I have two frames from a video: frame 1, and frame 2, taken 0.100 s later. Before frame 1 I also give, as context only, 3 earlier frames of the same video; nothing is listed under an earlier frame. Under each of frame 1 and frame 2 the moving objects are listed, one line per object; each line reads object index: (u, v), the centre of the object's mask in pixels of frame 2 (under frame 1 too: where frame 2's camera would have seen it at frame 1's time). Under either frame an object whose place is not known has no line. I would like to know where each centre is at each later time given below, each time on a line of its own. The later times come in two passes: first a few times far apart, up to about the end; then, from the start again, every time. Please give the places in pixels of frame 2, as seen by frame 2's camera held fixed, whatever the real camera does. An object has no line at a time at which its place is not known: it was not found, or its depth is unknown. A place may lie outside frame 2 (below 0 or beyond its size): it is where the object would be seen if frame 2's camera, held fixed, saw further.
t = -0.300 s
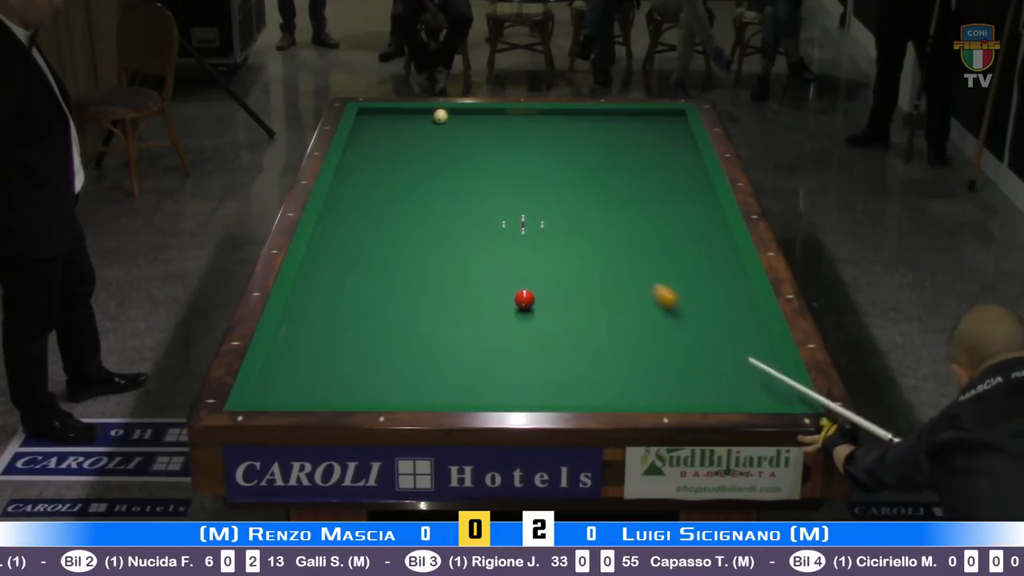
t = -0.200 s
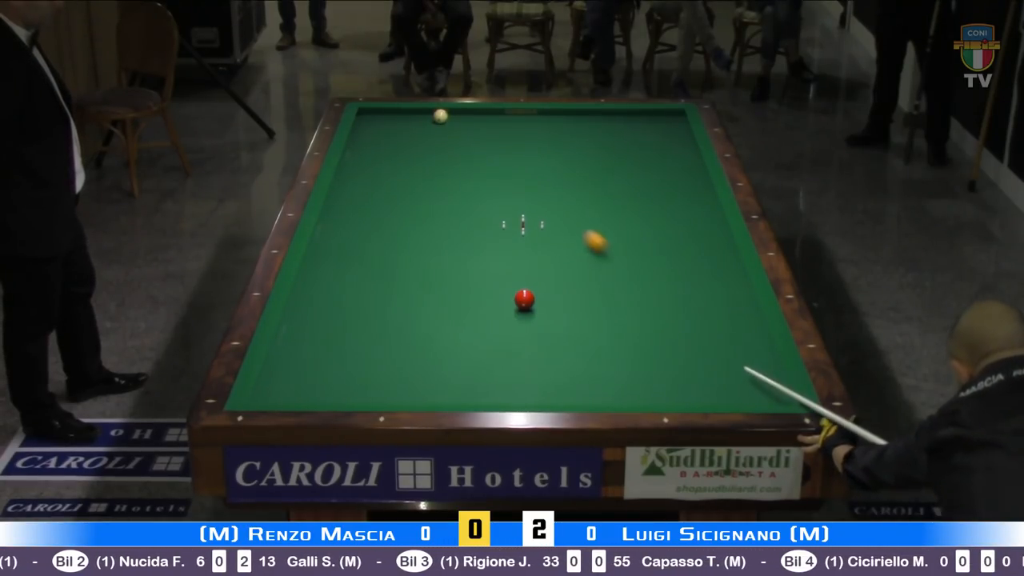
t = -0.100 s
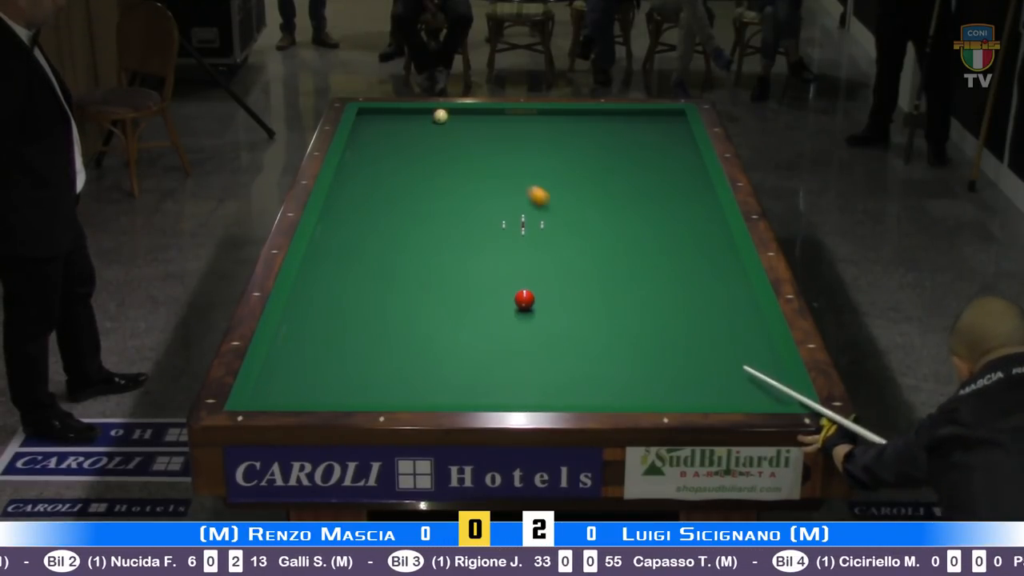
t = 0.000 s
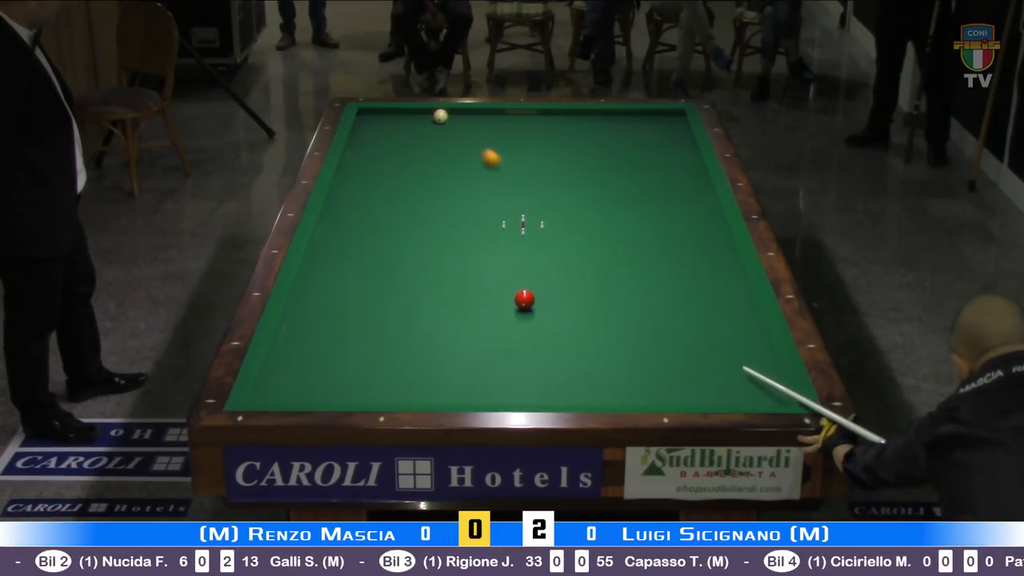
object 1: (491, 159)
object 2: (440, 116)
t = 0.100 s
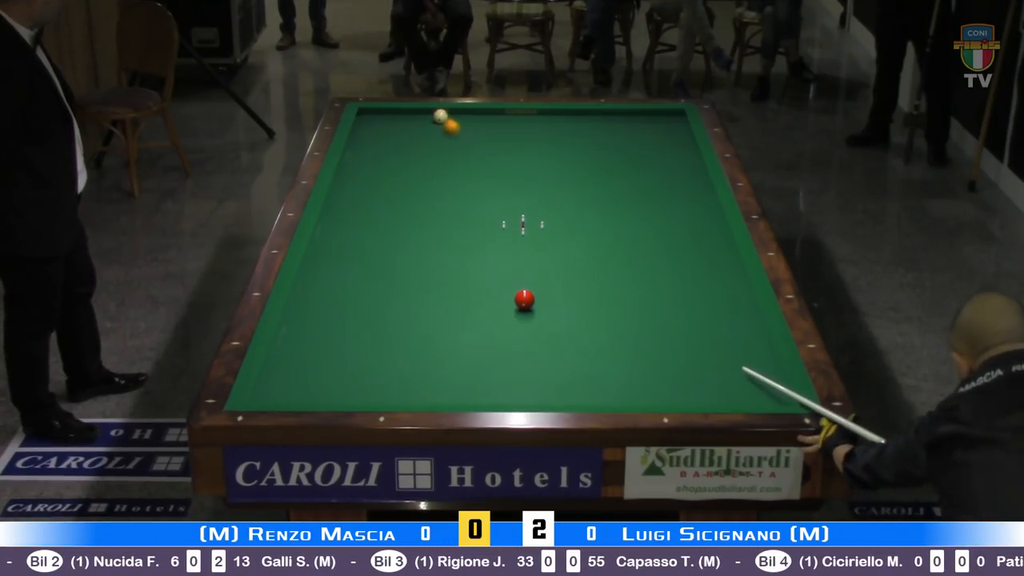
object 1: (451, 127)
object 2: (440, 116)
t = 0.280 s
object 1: (375, 128)
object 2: (458, 129)
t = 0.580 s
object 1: (449, 159)
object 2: (520, 166)
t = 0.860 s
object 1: (538, 184)
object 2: (582, 203)
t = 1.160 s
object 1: (641, 214)
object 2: (658, 250)
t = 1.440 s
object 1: (714, 242)
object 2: (740, 299)
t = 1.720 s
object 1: (659, 262)
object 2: (724, 347)
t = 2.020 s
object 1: (610, 285)
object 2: (700, 399)
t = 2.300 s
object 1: (562, 308)
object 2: (668, 367)
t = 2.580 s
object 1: (510, 333)
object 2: (639, 340)
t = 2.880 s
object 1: (452, 361)
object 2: (611, 313)
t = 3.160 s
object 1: (393, 388)
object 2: (587, 291)
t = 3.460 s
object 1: (343, 392)
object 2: (565, 269)
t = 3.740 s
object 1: (310, 378)
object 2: (545, 251)
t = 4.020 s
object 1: (280, 365)
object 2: (527, 234)
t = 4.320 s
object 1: (294, 354)
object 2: (510, 217)
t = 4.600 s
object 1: (316, 344)
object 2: (494, 203)
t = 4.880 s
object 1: (335, 335)
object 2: (479, 190)
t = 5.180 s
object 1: (355, 326)
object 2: (465, 177)
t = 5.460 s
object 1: (372, 318)
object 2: (453, 165)
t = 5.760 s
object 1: (389, 310)
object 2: (440, 153)
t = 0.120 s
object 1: (444, 122)
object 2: (439, 114)
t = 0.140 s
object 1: (438, 120)
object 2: (439, 109)
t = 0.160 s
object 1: (432, 120)
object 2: (439, 110)
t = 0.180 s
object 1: (427, 120)
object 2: (438, 115)
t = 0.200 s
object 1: (417, 121)
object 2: (440, 118)
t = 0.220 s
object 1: (407, 123)
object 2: (444, 121)
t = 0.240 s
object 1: (397, 125)
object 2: (449, 124)
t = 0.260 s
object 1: (386, 127)
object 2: (453, 126)
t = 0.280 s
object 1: (375, 128)
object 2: (458, 129)
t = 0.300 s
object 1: (365, 130)
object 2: (462, 131)
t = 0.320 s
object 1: (357, 132)
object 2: (467, 134)
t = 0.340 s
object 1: (362, 134)
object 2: (471, 137)
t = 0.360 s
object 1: (370, 136)
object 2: (475, 139)
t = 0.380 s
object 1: (378, 138)
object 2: (480, 142)
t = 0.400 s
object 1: (385, 141)
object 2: (484, 144)
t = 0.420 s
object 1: (392, 143)
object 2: (488, 147)
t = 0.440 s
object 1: (399, 145)
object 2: (492, 149)
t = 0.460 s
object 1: (407, 146)
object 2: (496, 152)
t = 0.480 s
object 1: (414, 149)
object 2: (500, 154)
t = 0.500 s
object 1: (421, 151)
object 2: (504, 157)
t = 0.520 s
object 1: (428, 153)
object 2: (508, 159)
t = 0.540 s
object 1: (435, 155)
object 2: (512, 161)
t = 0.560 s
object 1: (442, 157)
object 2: (516, 164)
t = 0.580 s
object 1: (449, 159)
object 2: (520, 166)
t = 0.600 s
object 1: (455, 161)
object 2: (524, 169)
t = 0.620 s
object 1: (462, 162)
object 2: (528, 171)
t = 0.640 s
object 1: (469, 164)
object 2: (533, 174)
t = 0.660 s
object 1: (475, 166)
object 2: (537, 176)
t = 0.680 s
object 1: (481, 168)
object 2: (541, 179)
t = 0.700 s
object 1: (488, 170)
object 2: (546, 181)
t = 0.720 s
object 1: (494, 172)
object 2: (550, 184)
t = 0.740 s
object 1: (500, 174)
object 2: (554, 187)
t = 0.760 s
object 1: (506, 175)
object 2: (559, 190)
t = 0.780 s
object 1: (513, 177)
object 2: (563, 192)
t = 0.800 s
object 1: (519, 179)
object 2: (568, 195)
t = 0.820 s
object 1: (525, 181)
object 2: (573, 198)
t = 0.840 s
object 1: (532, 183)
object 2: (577, 201)
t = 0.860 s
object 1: (538, 184)
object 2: (582, 203)
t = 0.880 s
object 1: (545, 187)
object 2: (586, 206)
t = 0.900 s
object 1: (551, 188)
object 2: (591, 209)
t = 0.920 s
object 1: (558, 190)
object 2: (596, 212)
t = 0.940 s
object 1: (564, 192)
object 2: (601, 215)
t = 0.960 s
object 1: (571, 194)
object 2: (606, 218)
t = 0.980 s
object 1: (578, 196)
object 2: (611, 221)
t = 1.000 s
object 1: (584, 198)
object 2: (616, 224)
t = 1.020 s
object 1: (591, 200)
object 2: (621, 227)
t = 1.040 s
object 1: (598, 202)
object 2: (626, 230)
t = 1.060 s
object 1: (605, 204)
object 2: (631, 233)
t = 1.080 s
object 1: (612, 206)
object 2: (636, 237)
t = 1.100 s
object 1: (619, 208)
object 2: (641, 240)
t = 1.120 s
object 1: (626, 210)
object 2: (647, 243)
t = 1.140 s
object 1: (633, 212)
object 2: (652, 246)
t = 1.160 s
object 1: (641, 214)
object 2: (658, 250)
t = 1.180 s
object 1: (648, 216)
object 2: (663, 253)
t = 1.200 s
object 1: (655, 218)
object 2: (669, 256)
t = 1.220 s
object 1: (662, 220)
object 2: (674, 259)
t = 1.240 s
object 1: (669, 223)
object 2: (680, 263)
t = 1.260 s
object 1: (677, 225)
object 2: (685, 266)
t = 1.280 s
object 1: (684, 227)
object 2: (691, 270)
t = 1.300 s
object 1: (692, 229)
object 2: (697, 273)
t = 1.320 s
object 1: (699, 231)
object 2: (703, 277)
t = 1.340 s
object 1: (707, 233)
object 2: (709, 280)
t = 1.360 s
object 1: (714, 235)
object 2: (715, 284)
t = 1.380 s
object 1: (722, 238)
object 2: (721, 287)
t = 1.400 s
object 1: (725, 240)
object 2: (727, 291)
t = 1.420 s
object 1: (720, 241)
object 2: (733, 295)
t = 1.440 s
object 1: (714, 242)
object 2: (740, 299)
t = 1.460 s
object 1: (709, 243)
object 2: (746, 303)
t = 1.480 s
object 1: (704, 245)
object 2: (749, 307)
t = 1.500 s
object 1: (699, 246)
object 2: (747, 310)
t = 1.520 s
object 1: (695, 247)
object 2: (744, 313)
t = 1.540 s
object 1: (690, 249)
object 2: (741, 316)
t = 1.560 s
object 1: (686, 250)
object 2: (739, 319)
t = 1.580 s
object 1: (682, 252)
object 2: (736, 323)
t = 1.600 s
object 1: (678, 253)
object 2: (734, 326)
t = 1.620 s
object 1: (675, 255)
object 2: (732, 329)
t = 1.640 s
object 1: (671, 256)
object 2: (730, 333)
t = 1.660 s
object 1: (668, 257)
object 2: (729, 336)
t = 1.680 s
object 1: (665, 259)
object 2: (727, 340)
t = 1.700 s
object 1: (662, 260)
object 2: (726, 343)
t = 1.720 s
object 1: (659, 262)
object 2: (724, 347)
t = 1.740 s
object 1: (656, 263)
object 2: (723, 351)
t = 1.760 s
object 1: (652, 265)
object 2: (722, 354)
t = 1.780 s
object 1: (649, 266)
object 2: (720, 358)
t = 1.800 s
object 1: (646, 268)
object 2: (719, 362)
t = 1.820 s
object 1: (643, 270)
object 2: (717, 365)
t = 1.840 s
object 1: (640, 271)
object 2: (715, 369)
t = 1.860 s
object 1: (637, 273)
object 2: (714, 373)
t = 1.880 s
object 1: (633, 274)
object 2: (712, 377)
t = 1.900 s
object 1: (630, 275)
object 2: (710, 381)
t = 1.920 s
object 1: (627, 277)
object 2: (709, 385)
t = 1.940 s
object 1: (623, 279)
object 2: (708, 389)
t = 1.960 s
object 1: (620, 280)
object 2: (706, 392)
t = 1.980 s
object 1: (617, 282)
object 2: (704, 395)
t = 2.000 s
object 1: (614, 283)
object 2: (703, 397)
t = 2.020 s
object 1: (610, 285)
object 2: (700, 399)
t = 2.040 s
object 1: (607, 287)
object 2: (698, 397)
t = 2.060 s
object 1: (604, 288)
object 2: (696, 395)
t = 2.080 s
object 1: (600, 290)
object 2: (693, 393)
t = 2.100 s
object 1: (597, 291)
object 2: (691, 390)
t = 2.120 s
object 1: (593, 293)
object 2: (688, 387)
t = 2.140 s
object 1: (590, 295)
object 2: (686, 385)
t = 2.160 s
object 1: (586, 297)
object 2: (683, 382)
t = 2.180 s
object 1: (583, 298)
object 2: (681, 380)
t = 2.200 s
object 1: (579, 300)
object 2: (679, 378)
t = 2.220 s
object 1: (576, 302)
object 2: (676, 375)
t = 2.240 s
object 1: (572, 303)
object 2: (674, 373)
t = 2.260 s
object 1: (569, 305)
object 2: (672, 371)
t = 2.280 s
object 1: (565, 306)
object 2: (670, 369)
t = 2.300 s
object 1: (562, 308)
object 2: (668, 367)
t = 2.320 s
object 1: (558, 310)
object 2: (666, 365)
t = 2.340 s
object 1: (555, 312)
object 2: (663, 363)
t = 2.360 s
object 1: (551, 314)
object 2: (661, 361)
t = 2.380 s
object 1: (547, 315)
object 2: (659, 359)
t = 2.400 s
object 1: (544, 317)
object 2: (657, 357)
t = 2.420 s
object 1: (540, 319)
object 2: (655, 355)
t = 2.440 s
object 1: (537, 320)
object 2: (653, 353)
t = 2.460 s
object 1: (533, 322)
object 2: (651, 351)
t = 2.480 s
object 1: (529, 324)
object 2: (649, 349)
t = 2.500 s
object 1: (525, 326)
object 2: (647, 347)
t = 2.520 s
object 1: (521, 328)
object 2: (645, 346)
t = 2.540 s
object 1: (518, 329)
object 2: (643, 343)
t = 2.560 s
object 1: (514, 331)
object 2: (641, 342)
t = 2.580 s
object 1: (510, 333)
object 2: (639, 340)
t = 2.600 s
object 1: (506, 335)
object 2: (637, 338)
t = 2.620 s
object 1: (503, 336)
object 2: (635, 336)
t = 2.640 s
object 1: (499, 338)
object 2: (633, 335)
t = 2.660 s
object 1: (495, 340)
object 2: (631, 333)
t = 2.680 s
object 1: (491, 342)
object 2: (629, 331)
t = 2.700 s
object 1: (487, 344)
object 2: (627, 329)
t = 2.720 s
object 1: (483, 346)
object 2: (626, 327)
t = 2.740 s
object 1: (479, 348)
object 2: (624, 326)
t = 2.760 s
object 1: (476, 350)
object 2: (622, 324)
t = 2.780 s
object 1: (471, 351)
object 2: (620, 322)
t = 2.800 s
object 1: (467, 353)
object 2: (618, 320)
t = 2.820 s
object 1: (463, 355)
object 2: (616, 319)
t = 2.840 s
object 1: (460, 357)
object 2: (615, 317)
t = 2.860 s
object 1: (455, 359)
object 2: (613, 315)
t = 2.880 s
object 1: (452, 361)
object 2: (611, 313)
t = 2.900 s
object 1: (447, 363)
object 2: (609, 312)
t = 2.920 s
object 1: (443, 365)
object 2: (608, 310)
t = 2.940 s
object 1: (439, 367)
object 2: (606, 309)
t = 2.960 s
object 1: (435, 369)
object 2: (604, 307)
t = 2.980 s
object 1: (431, 371)
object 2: (603, 305)
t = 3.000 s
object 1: (427, 372)
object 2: (601, 303)
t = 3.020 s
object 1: (423, 374)
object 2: (599, 302)
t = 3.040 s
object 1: (419, 376)
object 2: (597, 300)
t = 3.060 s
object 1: (414, 378)
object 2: (596, 299)
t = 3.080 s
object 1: (410, 380)
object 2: (594, 297)
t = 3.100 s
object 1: (406, 382)
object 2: (592, 296)
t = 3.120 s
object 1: (402, 384)
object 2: (591, 294)
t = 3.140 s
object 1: (397, 386)
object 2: (589, 293)
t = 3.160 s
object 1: (393, 388)
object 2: (587, 291)
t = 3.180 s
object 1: (389, 390)
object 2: (586, 290)
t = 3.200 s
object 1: (385, 392)
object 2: (584, 288)
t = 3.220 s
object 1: (380, 393)
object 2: (583, 287)
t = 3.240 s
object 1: (376, 394)
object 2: (581, 285)
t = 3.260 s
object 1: (372, 395)
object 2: (580, 284)
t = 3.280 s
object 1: (367, 396)
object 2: (578, 282)
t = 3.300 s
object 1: (363, 398)
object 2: (577, 281)
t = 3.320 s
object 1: (359, 398)
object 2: (575, 279)
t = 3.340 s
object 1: (357, 396)
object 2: (574, 278)
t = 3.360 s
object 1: (355, 396)
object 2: (572, 277)
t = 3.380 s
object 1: (353, 395)
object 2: (570, 275)
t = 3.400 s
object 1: (350, 394)
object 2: (569, 274)
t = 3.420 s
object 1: (348, 393)
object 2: (568, 272)
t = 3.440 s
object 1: (345, 392)
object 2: (566, 271)
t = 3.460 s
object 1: (343, 392)
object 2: (565, 269)
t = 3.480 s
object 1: (340, 391)
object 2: (563, 268)
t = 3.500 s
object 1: (338, 390)
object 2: (562, 267)
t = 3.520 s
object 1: (336, 389)
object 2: (560, 265)
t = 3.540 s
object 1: (333, 389)
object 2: (559, 264)
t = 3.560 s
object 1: (331, 387)
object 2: (557, 263)
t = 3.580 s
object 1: (329, 386)
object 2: (556, 261)
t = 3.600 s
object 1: (326, 385)
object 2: (555, 260)
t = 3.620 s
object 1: (324, 384)
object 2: (553, 259)
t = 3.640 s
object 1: (322, 383)
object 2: (552, 257)
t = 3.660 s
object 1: (319, 382)
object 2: (551, 256)
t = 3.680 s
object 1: (317, 381)
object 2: (549, 255)
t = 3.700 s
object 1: (315, 380)
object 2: (548, 253)
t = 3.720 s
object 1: (312, 379)
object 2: (546, 252)
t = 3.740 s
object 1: (310, 378)
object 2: (545, 251)
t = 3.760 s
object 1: (308, 377)
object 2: (544, 250)
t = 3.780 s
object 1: (306, 376)
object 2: (542, 248)
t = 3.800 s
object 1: (303, 375)
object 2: (541, 247)
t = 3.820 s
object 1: (301, 374)
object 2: (540, 246)
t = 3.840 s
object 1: (299, 373)
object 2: (539, 245)
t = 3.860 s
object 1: (297, 372)
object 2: (537, 243)
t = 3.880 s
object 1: (294, 371)
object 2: (536, 242)
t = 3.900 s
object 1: (292, 371)
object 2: (535, 241)
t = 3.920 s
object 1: (290, 370)
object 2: (533, 240)
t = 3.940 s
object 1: (288, 369)
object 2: (532, 238)
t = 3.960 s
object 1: (286, 368)
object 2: (531, 238)
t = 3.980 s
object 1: (284, 367)
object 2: (529, 236)
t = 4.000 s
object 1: (282, 366)
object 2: (528, 235)
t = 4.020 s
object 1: (280, 365)
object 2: (527, 234)
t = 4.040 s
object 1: (277, 364)
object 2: (526, 233)
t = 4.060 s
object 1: (275, 363)
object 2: (525, 232)
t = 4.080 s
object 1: (275, 362)
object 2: (523, 231)
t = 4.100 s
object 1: (276, 361)
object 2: (522, 229)
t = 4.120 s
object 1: (278, 361)
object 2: (521, 228)
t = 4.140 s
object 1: (280, 360)
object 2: (520, 227)
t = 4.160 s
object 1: (282, 359)
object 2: (518, 226)
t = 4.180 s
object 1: (283, 359)
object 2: (517, 225)
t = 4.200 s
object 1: (285, 358)
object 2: (517, 224)
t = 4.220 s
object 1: (286, 357)
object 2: (515, 222)
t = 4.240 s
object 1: (288, 357)
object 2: (515, 221)
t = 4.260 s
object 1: (290, 356)
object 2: (513, 221)
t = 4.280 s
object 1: (291, 355)
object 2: (512, 220)
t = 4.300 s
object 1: (293, 354)
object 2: (511, 218)
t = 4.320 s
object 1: (294, 354)
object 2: (510, 217)
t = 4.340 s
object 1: (296, 353)
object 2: (509, 216)
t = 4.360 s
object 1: (298, 352)
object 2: (507, 215)
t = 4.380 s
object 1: (299, 351)
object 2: (506, 214)
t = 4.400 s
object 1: (301, 351)
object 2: (505, 213)
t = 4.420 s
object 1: (302, 350)
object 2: (504, 212)
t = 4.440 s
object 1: (304, 349)
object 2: (502, 211)
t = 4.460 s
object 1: (305, 349)
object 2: (501, 210)
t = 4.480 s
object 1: (306, 348)
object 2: (500, 209)
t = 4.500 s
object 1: (308, 347)
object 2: (499, 208)
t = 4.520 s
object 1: (309, 347)
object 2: (498, 207)
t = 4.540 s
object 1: (311, 346)
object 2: (497, 206)
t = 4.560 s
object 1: (312, 345)
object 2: (496, 205)
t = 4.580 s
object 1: (314, 344)
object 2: (495, 204)
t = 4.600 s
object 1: (316, 344)
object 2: (494, 203)
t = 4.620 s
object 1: (317, 343)
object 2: (493, 202)
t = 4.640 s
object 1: (319, 343)
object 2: (492, 201)
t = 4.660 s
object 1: (320, 342)
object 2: (491, 200)
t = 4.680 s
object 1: (321, 341)
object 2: (490, 199)
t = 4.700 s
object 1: (323, 341)
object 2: (489, 198)
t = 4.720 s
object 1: (324, 340)
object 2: (487, 197)
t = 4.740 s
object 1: (326, 339)
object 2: (486, 196)
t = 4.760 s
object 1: (327, 339)
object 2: (485, 196)
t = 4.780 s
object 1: (328, 338)
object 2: (484, 195)
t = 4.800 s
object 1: (330, 337)
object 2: (483, 194)
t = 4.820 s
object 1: (331, 337)
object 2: (482, 193)
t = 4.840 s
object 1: (332, 336)
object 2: (481, 192)
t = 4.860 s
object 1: (334, 336)
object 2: (480, 191)
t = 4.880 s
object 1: (335, 335)
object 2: (479, 190)
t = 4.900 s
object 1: (337, 334)
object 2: (478, 189)
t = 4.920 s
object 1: (338, 334)
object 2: (477, 188)
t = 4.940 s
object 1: (339, 333)
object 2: (476, 187)
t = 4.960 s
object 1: (341, 333)
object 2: (475, 186)
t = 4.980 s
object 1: (342, 332)
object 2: (474, 185)
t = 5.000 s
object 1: (343, 331)
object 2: (473, 184)
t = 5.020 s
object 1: (345, 331)
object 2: (472, 183)
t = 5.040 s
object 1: (346, 330)
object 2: (472, 183)
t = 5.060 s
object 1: (347, 329)
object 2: (471, 182)
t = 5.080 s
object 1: (348, 329)
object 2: (470, 181)
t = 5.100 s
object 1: (350, 328)
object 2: (469, 180)
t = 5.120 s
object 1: (351, 328)
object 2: (468, 179)
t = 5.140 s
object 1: (353, 327)
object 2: (467, 178)
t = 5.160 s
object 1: (354, 327)
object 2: (466, 177)
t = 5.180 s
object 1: (355, 326)
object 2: (465, 177)
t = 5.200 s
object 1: (356, 326)
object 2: (464, 176)
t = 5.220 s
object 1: (357, 325)
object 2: (463, 175)
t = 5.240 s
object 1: (359, 324)
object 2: (462, 174)
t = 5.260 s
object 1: (360, 324)
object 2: (461, 173)
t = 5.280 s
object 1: (361, 323)
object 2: (461, 172)
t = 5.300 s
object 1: (362, 322)
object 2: (460, 171)
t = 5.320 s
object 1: (363, 322)
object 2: (459, 171)
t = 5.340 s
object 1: (365, 322)
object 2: (458, 170)
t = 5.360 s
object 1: (366, 321)
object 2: (457, 169)
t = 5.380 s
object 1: (367, 320)
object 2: (456, 168)
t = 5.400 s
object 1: (368, 320)
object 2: (455, 167)
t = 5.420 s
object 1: (370, 319)
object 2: (454, 167)
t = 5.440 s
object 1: (371, 319)
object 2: (454, 166)
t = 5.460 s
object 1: (372, 318)
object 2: (453, 165)
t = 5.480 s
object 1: (373, 318)
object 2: (452, 164)
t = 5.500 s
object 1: (374, 317)
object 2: (451, 163)
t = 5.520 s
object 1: (375, 317)
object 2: (450, 162)
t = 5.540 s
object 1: (376, 316)
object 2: (449, 162)
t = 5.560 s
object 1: (378, 316)
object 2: (449, 161)
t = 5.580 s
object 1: (379, 315)
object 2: (448, 160)
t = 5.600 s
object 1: (380, 314)
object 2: (447, 159)
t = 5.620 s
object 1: (381, 314)
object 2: (446, 159)
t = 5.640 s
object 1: (382, 313)
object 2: (445, 158)
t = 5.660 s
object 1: (383, 313)
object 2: (444, 157)
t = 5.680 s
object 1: (384, 312)
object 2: (443, 156)
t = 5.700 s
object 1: (385, 312)
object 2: (443, 156)
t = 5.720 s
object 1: (386, 311)
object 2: (442, 155)
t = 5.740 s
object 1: (388, 311)
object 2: (441, 154)
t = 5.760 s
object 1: (389, 310)
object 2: (440, 153)
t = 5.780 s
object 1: (390, 310)
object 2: (439, 153)
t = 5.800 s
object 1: (391, 310)
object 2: (439, 152)
